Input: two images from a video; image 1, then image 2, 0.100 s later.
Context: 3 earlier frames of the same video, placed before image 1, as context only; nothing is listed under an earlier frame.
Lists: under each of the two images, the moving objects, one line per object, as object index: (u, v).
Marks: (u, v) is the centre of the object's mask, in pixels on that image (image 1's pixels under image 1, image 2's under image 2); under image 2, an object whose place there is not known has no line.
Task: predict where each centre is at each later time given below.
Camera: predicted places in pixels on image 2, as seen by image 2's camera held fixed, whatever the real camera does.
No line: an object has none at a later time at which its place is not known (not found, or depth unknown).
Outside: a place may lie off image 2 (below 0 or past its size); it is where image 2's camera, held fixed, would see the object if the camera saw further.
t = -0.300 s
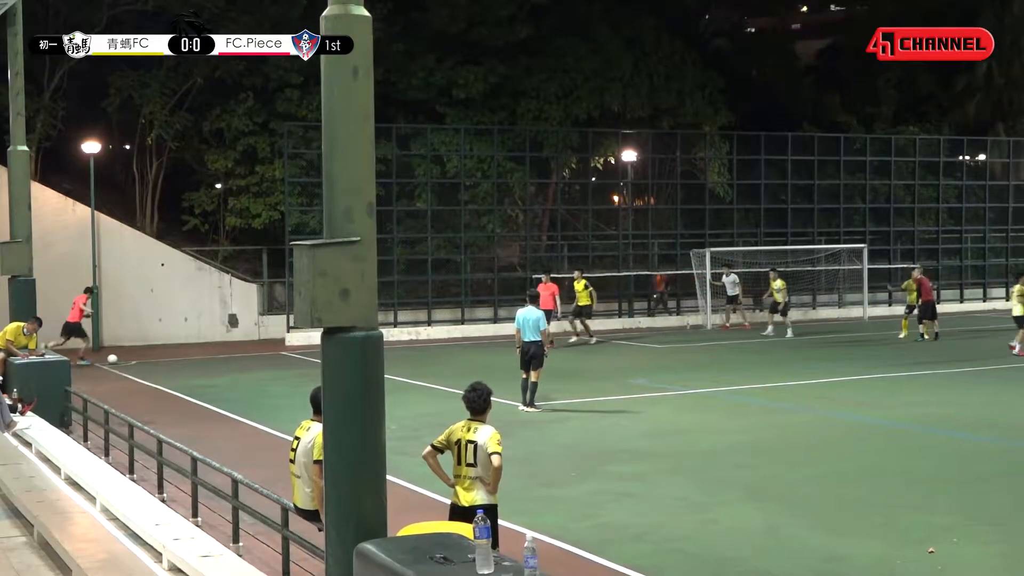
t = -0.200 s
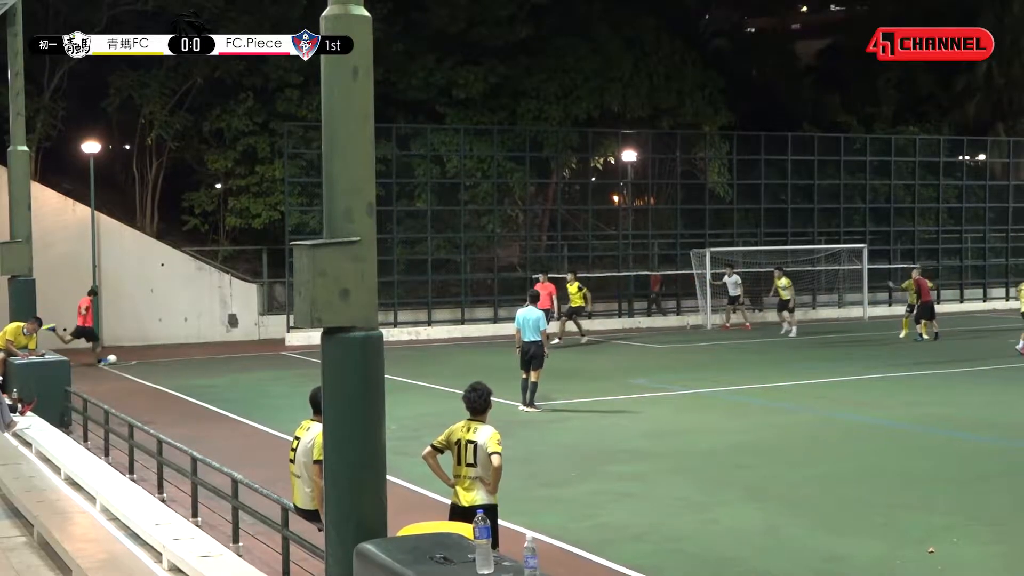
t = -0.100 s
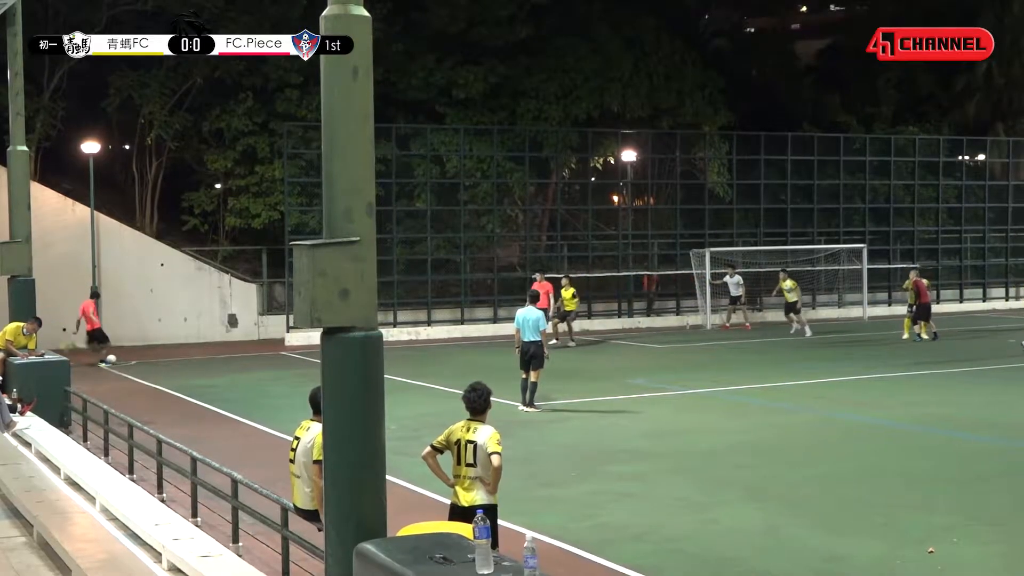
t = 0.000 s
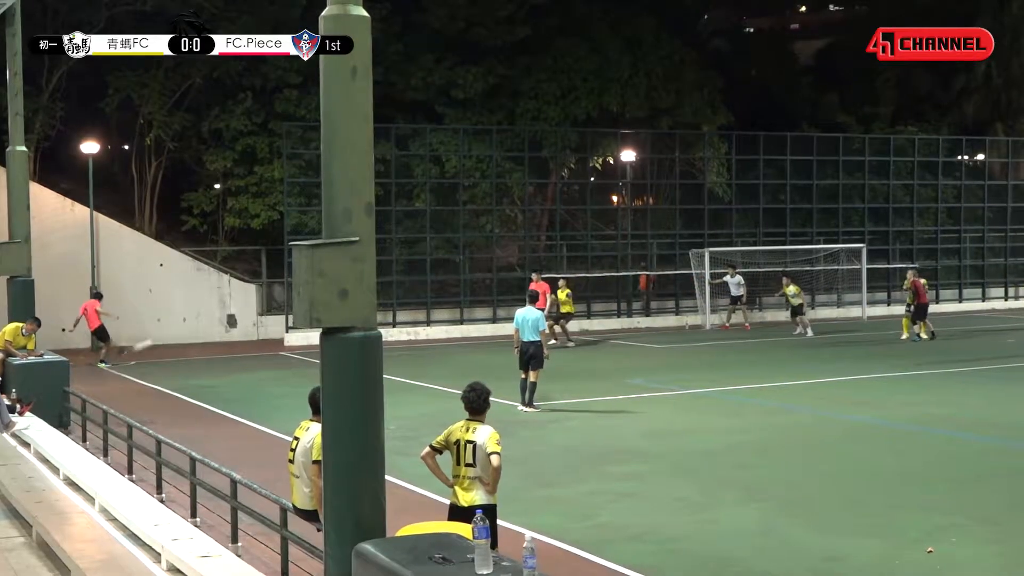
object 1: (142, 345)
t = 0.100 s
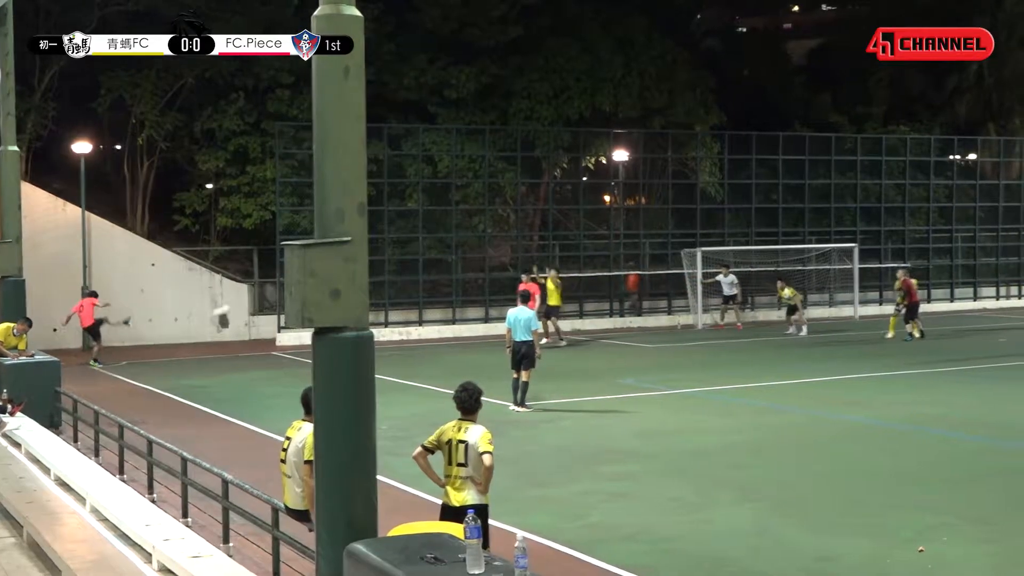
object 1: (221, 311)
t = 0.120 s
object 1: (238, 304)
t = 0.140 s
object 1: (253, 298)
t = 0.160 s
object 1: (268, 292)
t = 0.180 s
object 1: (278, 288)
